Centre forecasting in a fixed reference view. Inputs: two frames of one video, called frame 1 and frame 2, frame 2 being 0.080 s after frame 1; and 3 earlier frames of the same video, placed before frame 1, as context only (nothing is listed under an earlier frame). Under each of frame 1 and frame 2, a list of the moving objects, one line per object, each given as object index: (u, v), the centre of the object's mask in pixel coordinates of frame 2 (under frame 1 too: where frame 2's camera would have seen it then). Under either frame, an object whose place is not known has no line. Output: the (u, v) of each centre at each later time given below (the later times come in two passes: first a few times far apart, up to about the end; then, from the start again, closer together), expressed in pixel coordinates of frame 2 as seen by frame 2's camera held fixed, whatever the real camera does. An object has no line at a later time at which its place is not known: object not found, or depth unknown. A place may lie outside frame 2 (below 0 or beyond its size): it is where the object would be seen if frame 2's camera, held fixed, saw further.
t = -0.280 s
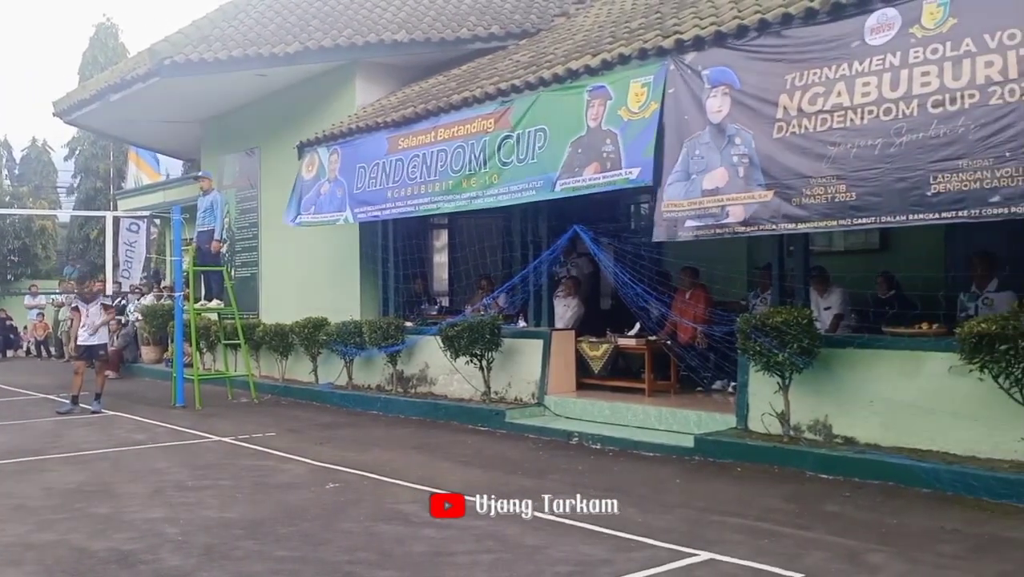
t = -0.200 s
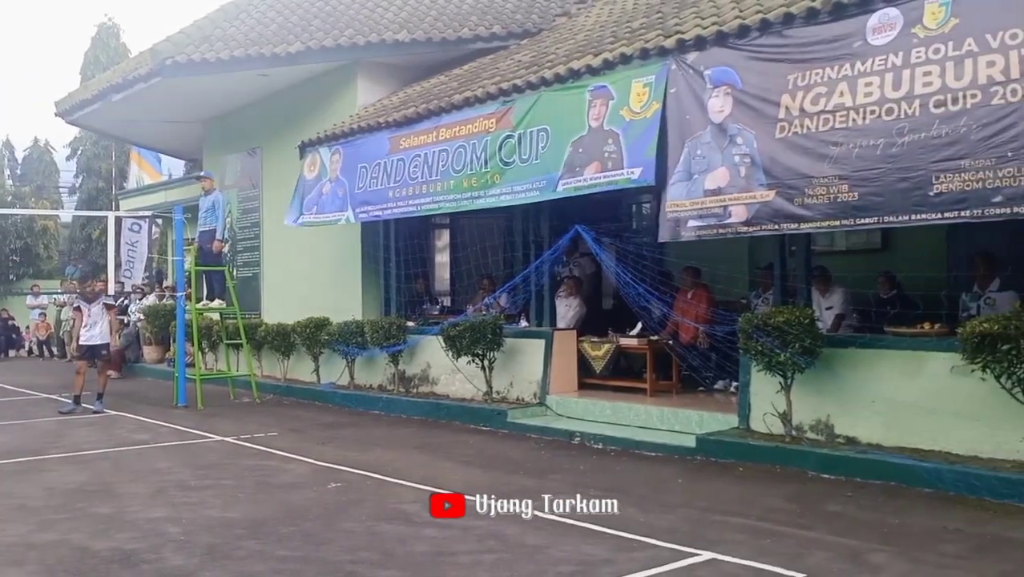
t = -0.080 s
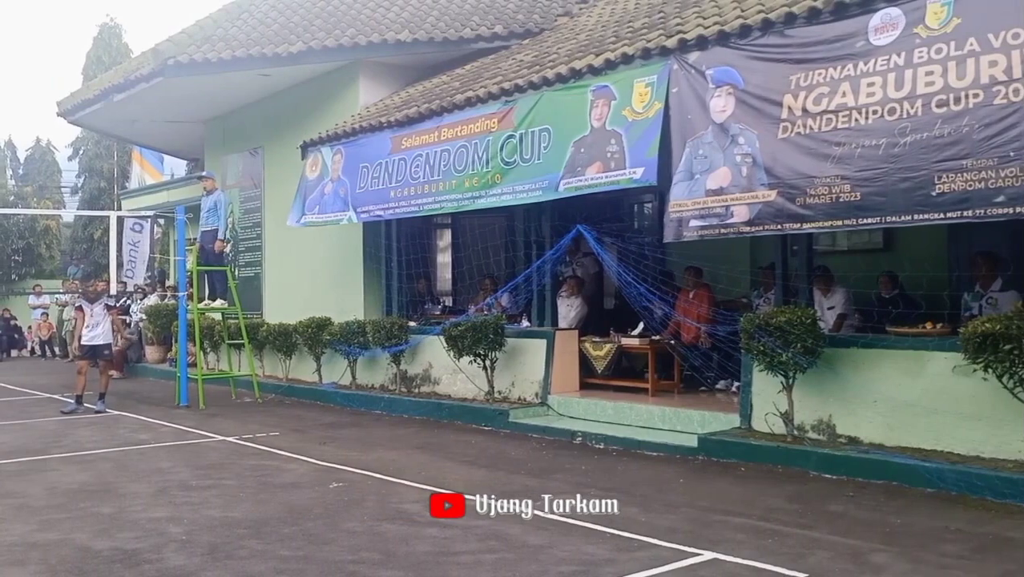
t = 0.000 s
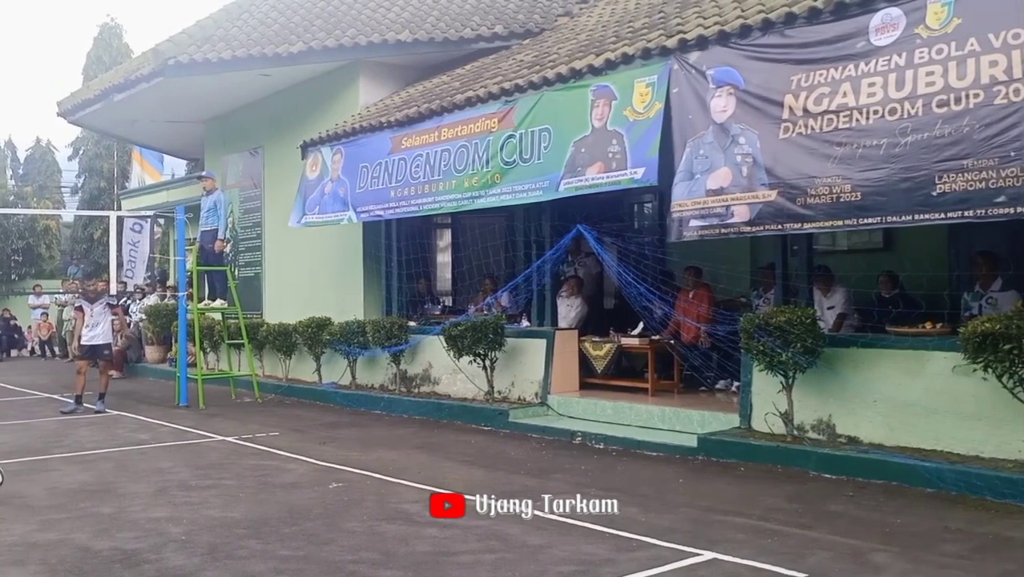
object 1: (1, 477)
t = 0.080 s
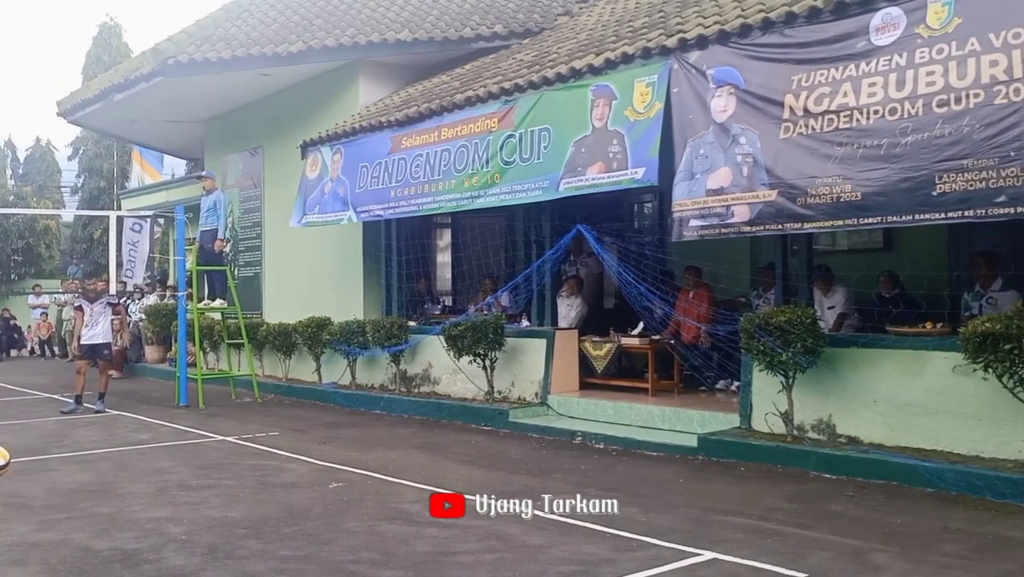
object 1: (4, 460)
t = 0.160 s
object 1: (7, 450)
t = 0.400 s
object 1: (23, 475)
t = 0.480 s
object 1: (31, 502)
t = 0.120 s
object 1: (5, 455)
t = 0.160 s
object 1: (7, 450)
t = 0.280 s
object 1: (14, 453)
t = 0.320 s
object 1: (16, 458)
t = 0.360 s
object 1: (19, 465)
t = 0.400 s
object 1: (23, 475)
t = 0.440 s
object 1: (26, 487)
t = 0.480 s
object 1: (31, 502)
